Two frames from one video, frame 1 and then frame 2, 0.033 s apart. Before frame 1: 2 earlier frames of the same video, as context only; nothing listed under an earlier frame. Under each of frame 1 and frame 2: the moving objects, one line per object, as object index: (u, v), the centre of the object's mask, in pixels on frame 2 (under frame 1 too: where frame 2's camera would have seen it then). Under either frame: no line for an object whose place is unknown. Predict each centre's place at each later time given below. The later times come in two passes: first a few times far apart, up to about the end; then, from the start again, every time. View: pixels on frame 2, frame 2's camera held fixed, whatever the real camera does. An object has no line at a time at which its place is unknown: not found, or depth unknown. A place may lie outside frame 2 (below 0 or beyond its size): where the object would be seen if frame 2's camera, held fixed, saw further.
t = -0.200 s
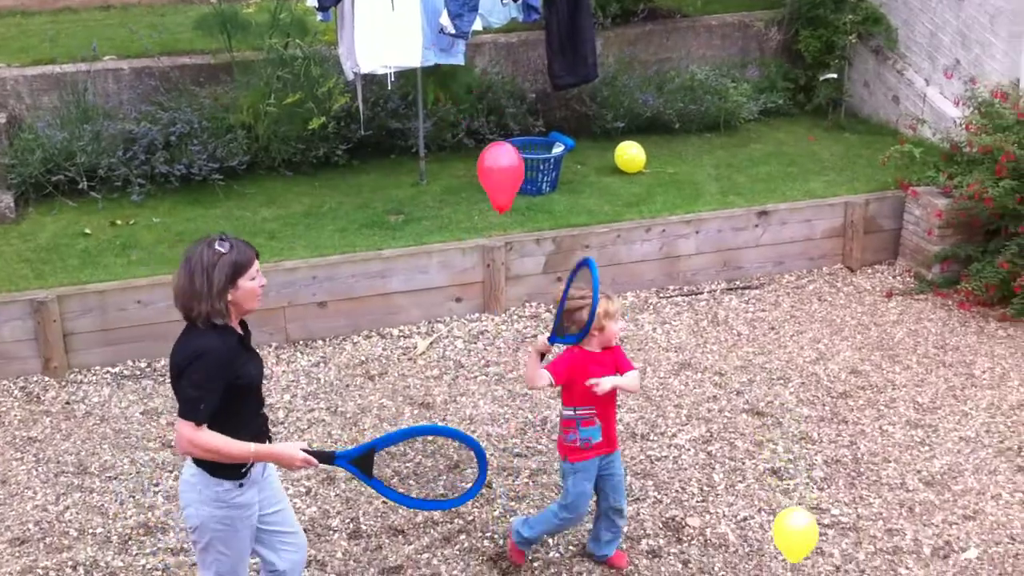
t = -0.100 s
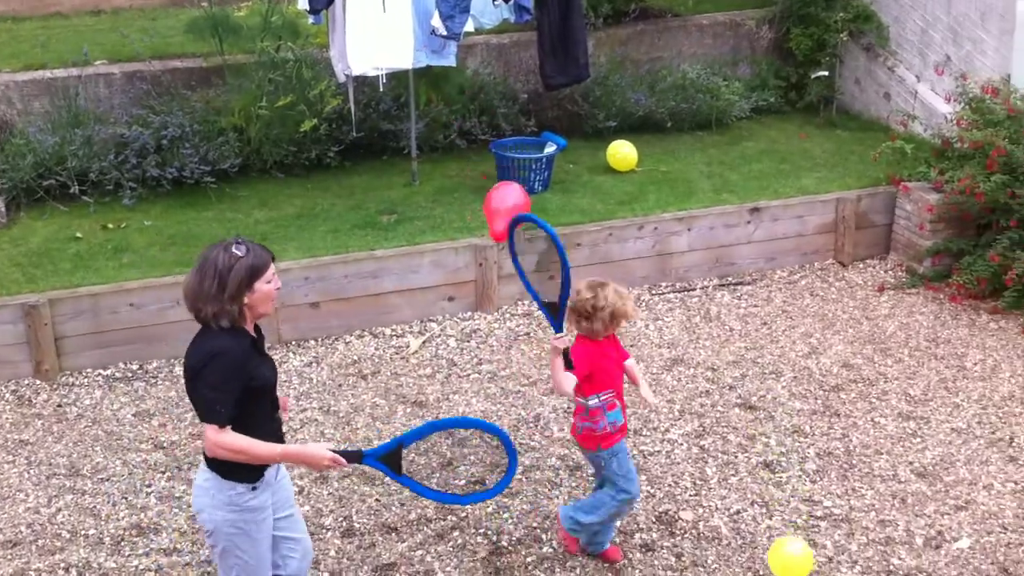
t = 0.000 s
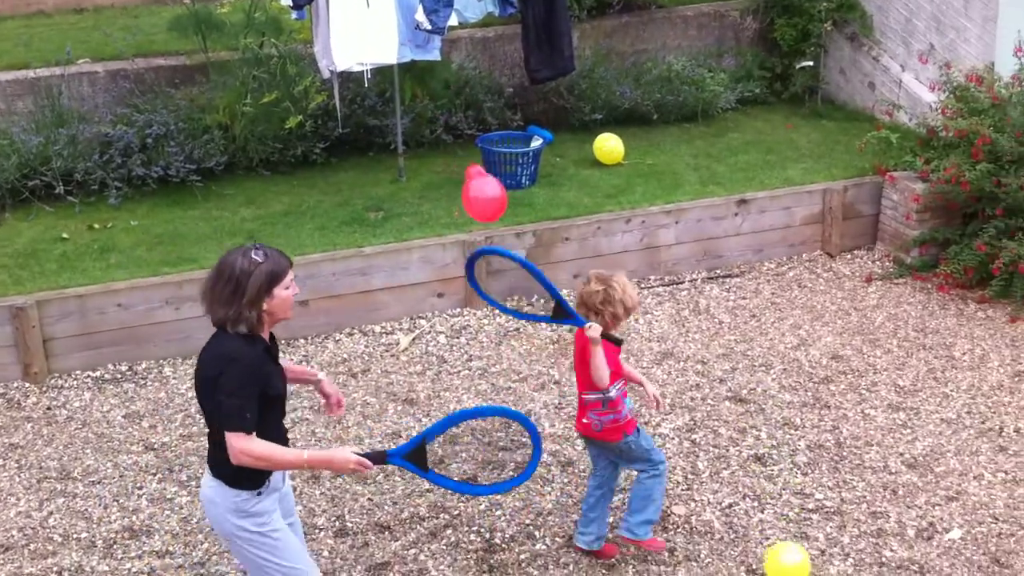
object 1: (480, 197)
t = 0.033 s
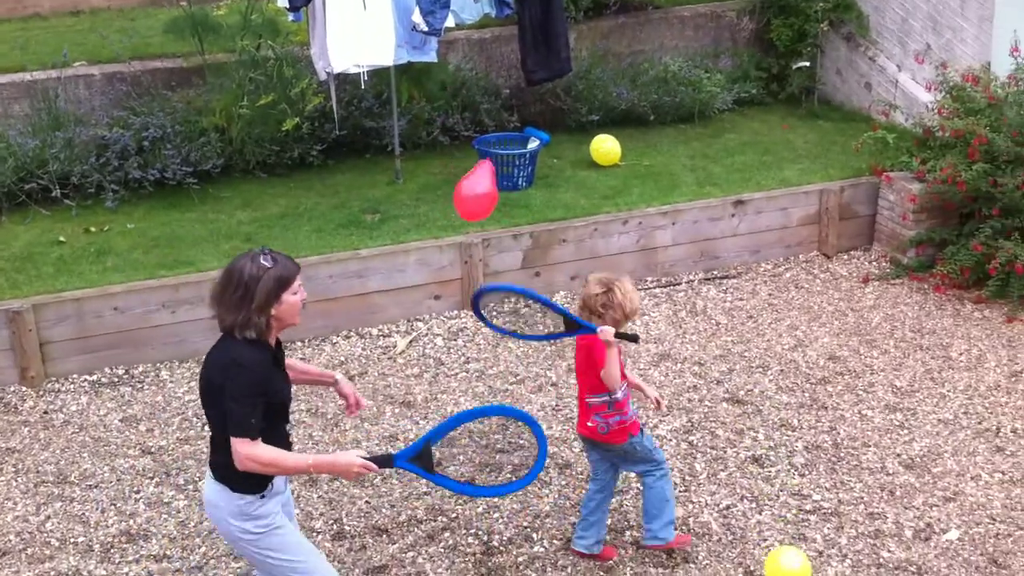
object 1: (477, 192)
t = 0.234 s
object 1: (473, 182)
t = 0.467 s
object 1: (478, 191)
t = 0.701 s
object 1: (488, 213)
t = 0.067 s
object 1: (474, 189)
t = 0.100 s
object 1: (473, 187)
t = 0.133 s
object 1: (472, 186)
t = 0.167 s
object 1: (471, 184)
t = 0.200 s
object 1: (472, 183)
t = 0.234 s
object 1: (473, 182)
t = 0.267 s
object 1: (474, 182)
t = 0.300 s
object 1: (475, 183)
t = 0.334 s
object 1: (476, 185)
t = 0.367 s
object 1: (476, 186)
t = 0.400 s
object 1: (477, 188)
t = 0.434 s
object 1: (478, 189)
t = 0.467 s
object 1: (478, 191)
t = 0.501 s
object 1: (479, 193)
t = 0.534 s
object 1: (480, 195)
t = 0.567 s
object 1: (482, 199)
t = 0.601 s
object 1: (483, 201)
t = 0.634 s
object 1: (484, 205)
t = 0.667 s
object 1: (486, 208)
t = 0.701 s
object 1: (488, 213)
